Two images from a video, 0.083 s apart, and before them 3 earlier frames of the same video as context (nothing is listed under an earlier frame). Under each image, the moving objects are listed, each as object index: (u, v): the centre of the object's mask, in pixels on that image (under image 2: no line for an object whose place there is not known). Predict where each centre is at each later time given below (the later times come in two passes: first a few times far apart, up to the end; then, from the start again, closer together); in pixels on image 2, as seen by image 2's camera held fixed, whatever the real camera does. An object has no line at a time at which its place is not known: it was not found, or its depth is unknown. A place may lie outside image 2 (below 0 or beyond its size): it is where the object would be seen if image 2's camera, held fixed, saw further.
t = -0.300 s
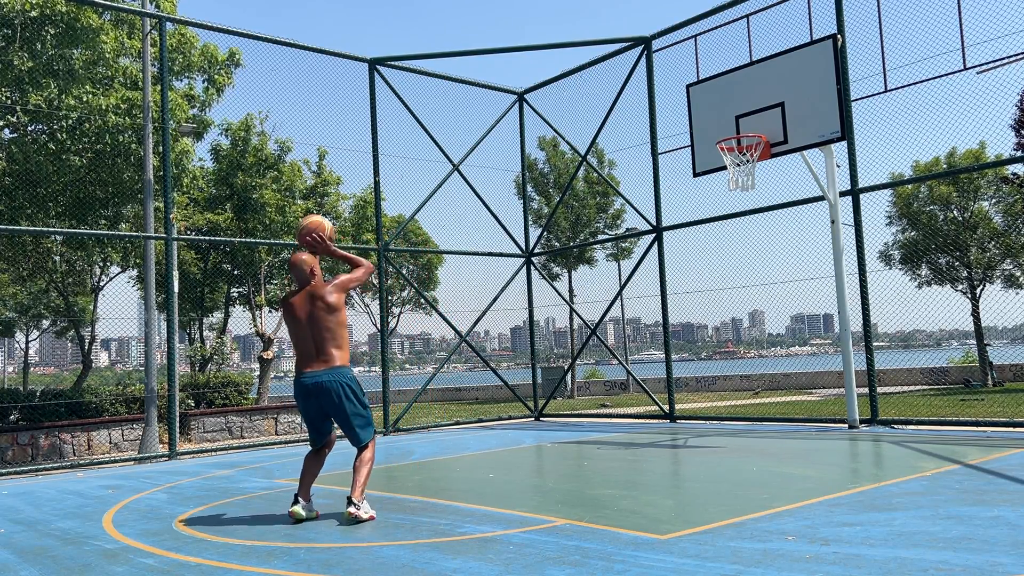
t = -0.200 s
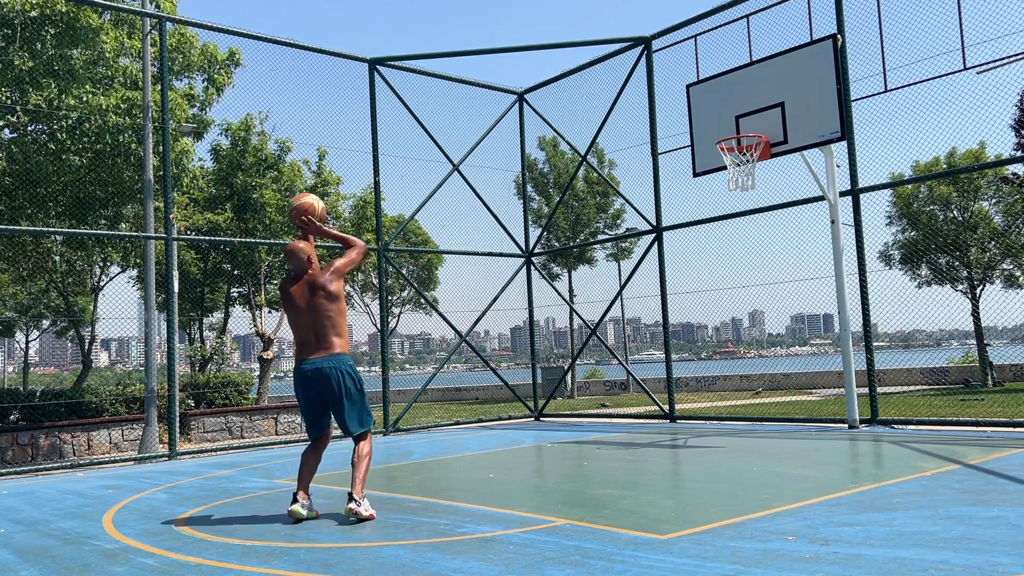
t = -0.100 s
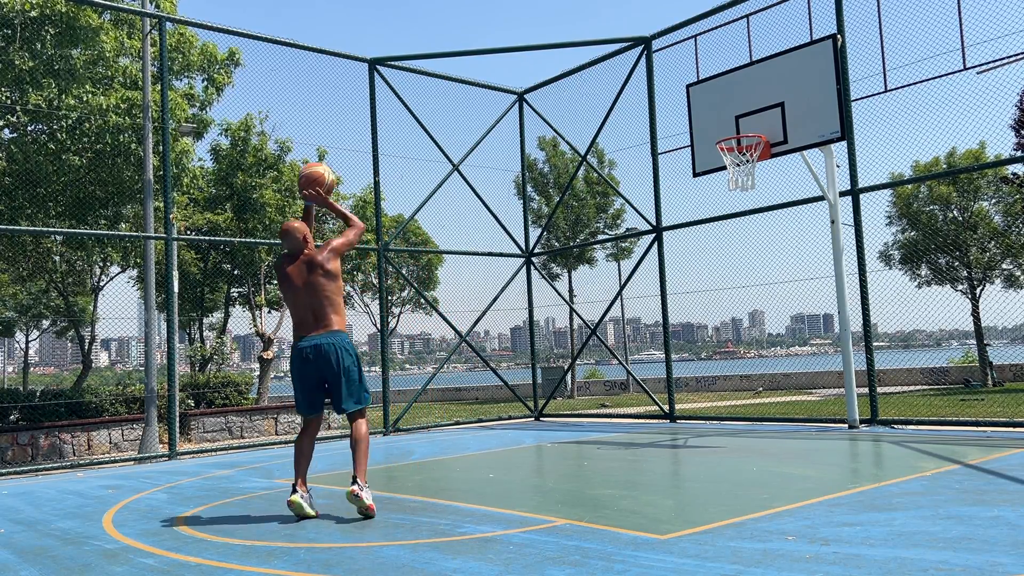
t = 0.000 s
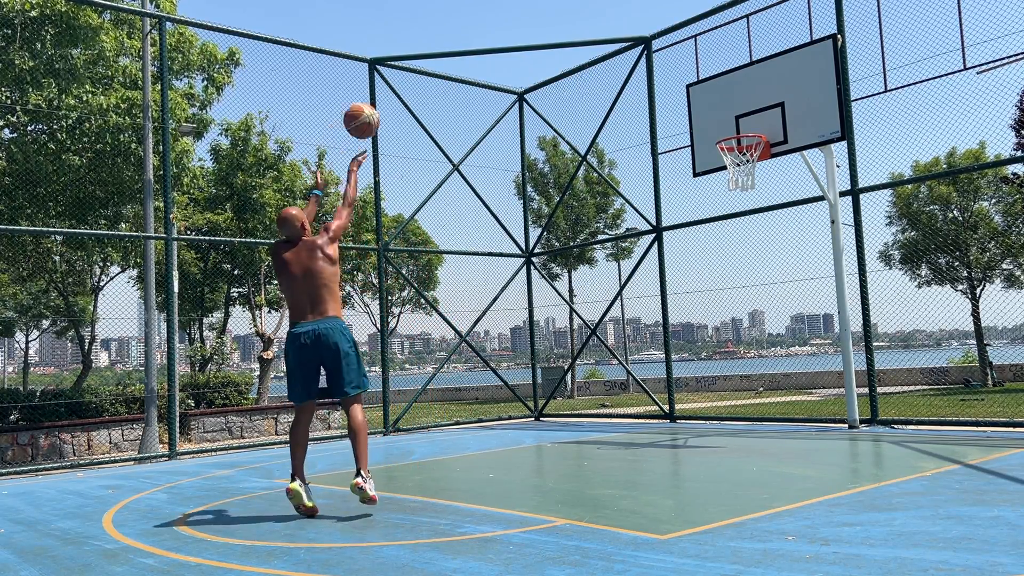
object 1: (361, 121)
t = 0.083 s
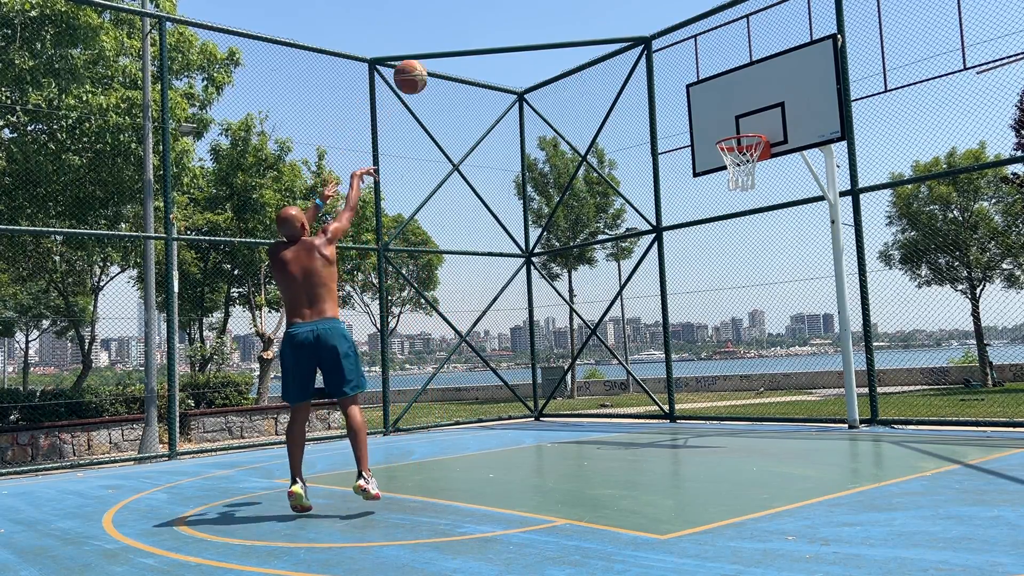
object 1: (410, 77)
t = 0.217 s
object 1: (480, 33)
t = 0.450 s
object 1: (583, 14)
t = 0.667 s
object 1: (664, 47)
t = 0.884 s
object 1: (735, 119)
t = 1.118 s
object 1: (713, 157)
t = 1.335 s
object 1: (703, 182)
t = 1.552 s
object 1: (693, 257)
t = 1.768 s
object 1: (687, 380)
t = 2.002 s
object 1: (685, 352)
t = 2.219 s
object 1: (685, 269)
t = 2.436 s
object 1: (688, 234)
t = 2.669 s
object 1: (696, 249)
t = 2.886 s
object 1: (705, 311)
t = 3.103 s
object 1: (719, 421)
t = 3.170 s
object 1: (718, 415)
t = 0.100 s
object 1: (419, 70)
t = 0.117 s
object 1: (429, 63)
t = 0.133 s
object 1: (437, 57)
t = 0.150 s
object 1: (446, 51)
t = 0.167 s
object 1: (455, 46)
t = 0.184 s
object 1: (463, 41)
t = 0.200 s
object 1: (472, 37)
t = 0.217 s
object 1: (480, 33)
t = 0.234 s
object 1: (488, 29)
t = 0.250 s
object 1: (496, 26)
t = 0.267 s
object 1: (504, 23)
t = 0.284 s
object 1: (512, 20)
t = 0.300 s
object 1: (519, 18)
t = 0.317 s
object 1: (527, 16)
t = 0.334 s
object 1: (534, 15)
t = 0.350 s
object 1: (541, 14)
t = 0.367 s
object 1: (549, 13)
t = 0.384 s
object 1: (556, 13)
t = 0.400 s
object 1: (563, 13)
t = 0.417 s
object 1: (569, 13)
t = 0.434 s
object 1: (576, 13)
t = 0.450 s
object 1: (583, 14)
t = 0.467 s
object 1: (590, 14)
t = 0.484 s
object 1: (596, 16)
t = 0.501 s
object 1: (603, 17)
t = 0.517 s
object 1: (609, 19)
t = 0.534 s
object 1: (615, 21)
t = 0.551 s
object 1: (621, 24)
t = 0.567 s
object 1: (628, 26)
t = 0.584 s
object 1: (634, 29)
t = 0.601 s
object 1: (640, 32)
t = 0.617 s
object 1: (646, 36)
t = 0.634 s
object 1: (652, 39)
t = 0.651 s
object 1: (658, 43)
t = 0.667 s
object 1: (664, 47)
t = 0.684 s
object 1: (669, 52)
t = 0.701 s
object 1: (675, 56)
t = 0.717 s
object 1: (681, 61)
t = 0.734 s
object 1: (686, 66)
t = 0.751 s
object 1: (692, 71)
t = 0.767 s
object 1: (697, 76)
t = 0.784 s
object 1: (703, 82)
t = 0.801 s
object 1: (708, 87)
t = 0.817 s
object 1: (714, 94)
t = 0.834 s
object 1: (719, 99)
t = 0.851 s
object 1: (724, 105)
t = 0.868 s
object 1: (730, 112)
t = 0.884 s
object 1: (735, 119)
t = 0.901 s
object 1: (740, 125)
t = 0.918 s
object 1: (745, 128)
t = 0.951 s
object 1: (752, 138)
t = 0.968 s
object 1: (743, 145)
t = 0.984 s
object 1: (737, 150)
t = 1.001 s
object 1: (730, 156)
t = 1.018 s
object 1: (725, 160)
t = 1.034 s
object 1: (722, 160)
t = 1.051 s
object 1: (719, 159)
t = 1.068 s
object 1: (718, 156)
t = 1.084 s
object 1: (715, 155)
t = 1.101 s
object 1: (716, 158)
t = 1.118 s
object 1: (713, 157)
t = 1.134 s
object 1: (713, 156)
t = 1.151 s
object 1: (712, 156)
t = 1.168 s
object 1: (711, 157)
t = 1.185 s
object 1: (710, 158)
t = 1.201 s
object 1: (709, 160)
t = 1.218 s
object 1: (709, 161)
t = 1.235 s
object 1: (708, 163)
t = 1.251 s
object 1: (707, 166)
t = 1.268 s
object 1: (706, 169)
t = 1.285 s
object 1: (705, 171)
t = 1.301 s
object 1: (704, 175)
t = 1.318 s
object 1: (703, 178)
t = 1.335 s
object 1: (703, 182)
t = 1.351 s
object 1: (702, 186)
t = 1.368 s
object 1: (701, 190)
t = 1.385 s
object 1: (700, 195)
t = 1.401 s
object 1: (699, 200)
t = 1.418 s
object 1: (699, 205)
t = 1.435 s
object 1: (698, 210)
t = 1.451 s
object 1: (697, 217)
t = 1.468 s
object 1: (697, 222)
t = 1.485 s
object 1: (696, 229)
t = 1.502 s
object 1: (695, 235)
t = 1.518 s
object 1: (695, 242)
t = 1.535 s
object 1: (694, 249)
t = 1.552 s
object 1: (693, 257)
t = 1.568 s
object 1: (693, 265)
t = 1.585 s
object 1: (692, 272)
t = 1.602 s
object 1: (691, 280)
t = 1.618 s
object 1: (691, 289)
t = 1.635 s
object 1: (690, 298)
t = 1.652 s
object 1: (690, 307)
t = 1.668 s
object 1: (689, 317)
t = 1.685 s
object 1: (689, 327)
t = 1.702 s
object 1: (688, 337)
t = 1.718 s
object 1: (688, 348)
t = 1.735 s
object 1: (688, 358)
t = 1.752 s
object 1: (687, 369)
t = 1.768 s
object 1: (687, 380)
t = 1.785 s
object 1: (687, 392)
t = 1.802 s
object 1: (687, 405)
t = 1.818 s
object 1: (686, 417)
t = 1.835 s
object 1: (686, 430)
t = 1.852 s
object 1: (686, 439)
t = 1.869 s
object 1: (686, 428)
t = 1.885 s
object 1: (686, 417)
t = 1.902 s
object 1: (686, 407)
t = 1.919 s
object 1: (685, 397)
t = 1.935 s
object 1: (685, 387)
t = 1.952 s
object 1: (685, 378)
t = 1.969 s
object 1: (685, 369)
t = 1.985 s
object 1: (685, 360)
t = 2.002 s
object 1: (685, 352)
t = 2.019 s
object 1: (684, 343)
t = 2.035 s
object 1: (684, 336)
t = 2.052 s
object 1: (684, 328)
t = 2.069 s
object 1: (684, 321)
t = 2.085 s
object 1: (684, 314)
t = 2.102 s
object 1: (684, 307)
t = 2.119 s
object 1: (684, 301)
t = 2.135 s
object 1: (684, 295)
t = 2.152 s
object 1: (684, 289)
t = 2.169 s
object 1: (684, 284)
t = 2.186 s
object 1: (685, 279)
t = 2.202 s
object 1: (685, 273)
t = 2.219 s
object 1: (685, 269)
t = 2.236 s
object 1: (685, 264)
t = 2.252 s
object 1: (685, 260)
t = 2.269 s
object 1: (685, 257)
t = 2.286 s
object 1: (686, 253)
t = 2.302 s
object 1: (686, 250)
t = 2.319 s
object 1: (686, 247)
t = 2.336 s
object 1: (686, 244)
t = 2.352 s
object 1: (687, 242)
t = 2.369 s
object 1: (687, 240)
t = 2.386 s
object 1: (687, 238)
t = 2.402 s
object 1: (688, 237)
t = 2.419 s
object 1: (688, 235)
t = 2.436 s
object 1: (688, 234)
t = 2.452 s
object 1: (689, 234)
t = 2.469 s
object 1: (689, 233)
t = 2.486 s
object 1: (690, 233)
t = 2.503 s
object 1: (690, 233)
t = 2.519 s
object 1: (691, 234)
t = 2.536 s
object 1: (691, 234)
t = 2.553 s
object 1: (692, 235)
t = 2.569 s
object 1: (692, 236)
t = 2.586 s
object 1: (693, 238)
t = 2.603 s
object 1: (693, 239)
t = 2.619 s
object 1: (694, 241)
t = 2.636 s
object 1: (694, 244)
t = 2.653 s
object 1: (695, 246)
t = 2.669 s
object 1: (696, 249)
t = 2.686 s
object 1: (696, 252)
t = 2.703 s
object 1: (697, 255)
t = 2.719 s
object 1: (698, 259)
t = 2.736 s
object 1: (698, 263)
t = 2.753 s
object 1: (699, 267)
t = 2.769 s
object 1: (700, 272)
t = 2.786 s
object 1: (701, 277)
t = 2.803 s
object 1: (701, 282)
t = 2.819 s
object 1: (702, 287)
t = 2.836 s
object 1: (703, 293)
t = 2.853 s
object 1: (704, 299)
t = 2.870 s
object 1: (704, 305)
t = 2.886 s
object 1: (705, 311)
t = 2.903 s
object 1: (707, 318)
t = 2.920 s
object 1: (707, 325)
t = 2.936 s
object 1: (708, 332)
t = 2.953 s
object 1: (709, 339)
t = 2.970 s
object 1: (710, 346)
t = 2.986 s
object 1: (711, 356)
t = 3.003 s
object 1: (712, 365)
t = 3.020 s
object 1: (713, 372)
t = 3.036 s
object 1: (714, 382)
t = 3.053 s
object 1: (714, 392)
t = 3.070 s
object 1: (717, 401)
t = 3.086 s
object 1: (717, 410)
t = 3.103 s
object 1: (719, 421)
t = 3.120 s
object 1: (720, 431)
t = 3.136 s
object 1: (720, 433)
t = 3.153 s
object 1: (719, 423)
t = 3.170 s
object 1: (718, 415)
